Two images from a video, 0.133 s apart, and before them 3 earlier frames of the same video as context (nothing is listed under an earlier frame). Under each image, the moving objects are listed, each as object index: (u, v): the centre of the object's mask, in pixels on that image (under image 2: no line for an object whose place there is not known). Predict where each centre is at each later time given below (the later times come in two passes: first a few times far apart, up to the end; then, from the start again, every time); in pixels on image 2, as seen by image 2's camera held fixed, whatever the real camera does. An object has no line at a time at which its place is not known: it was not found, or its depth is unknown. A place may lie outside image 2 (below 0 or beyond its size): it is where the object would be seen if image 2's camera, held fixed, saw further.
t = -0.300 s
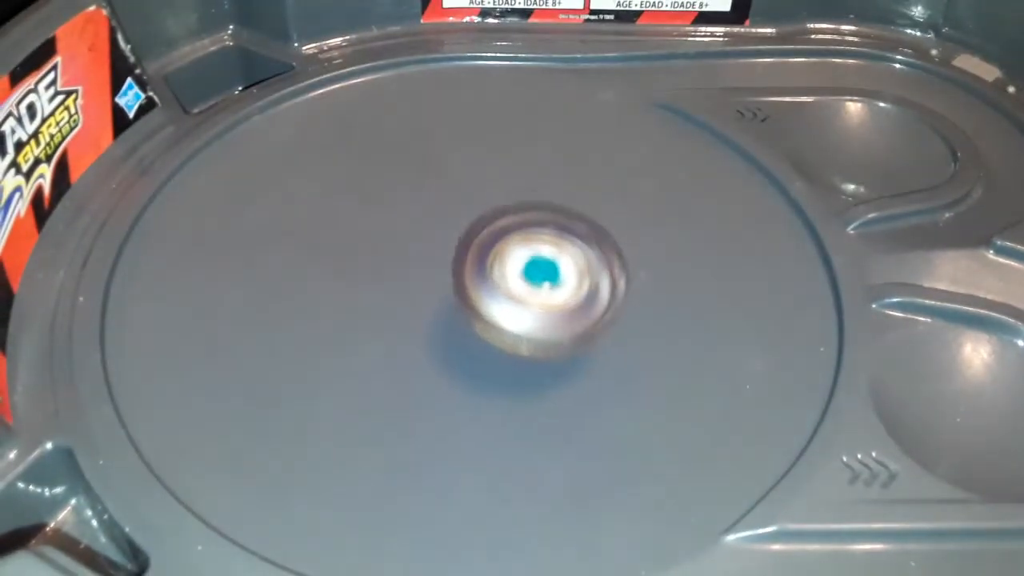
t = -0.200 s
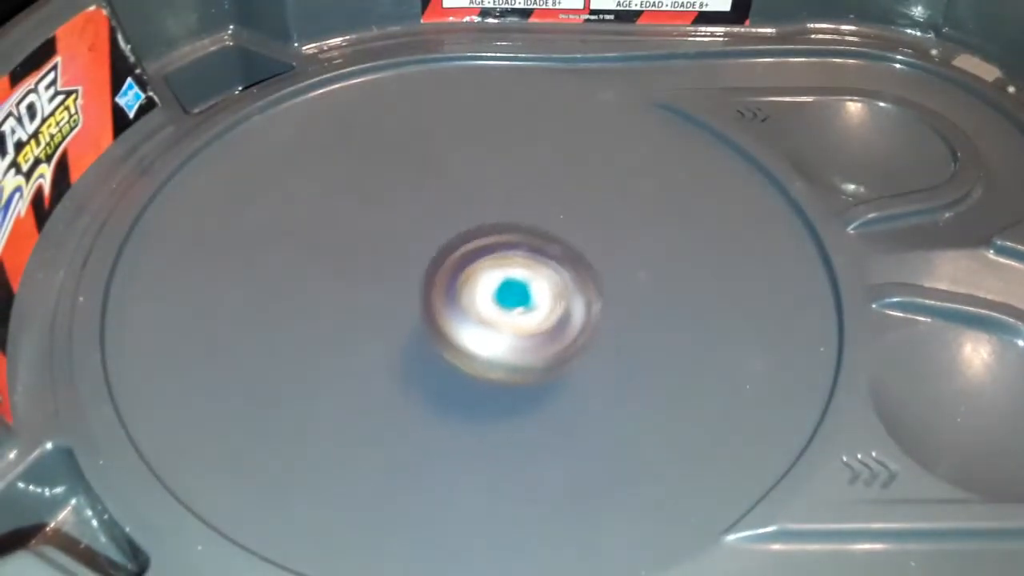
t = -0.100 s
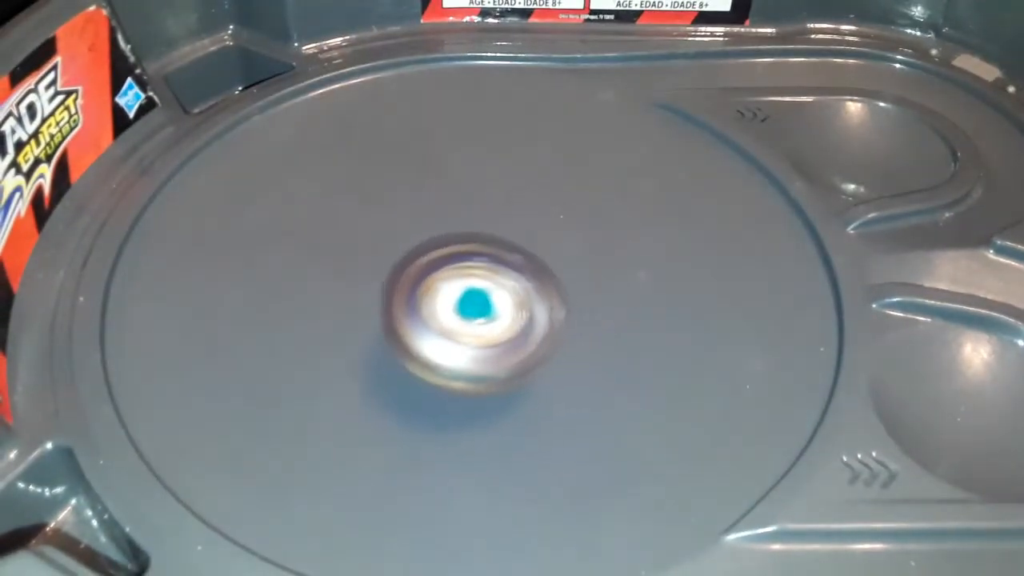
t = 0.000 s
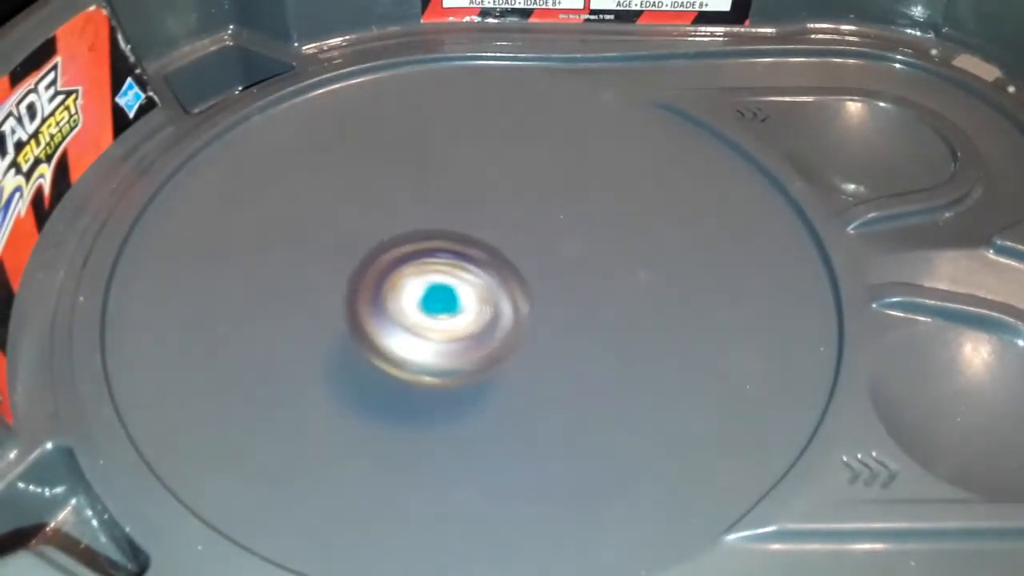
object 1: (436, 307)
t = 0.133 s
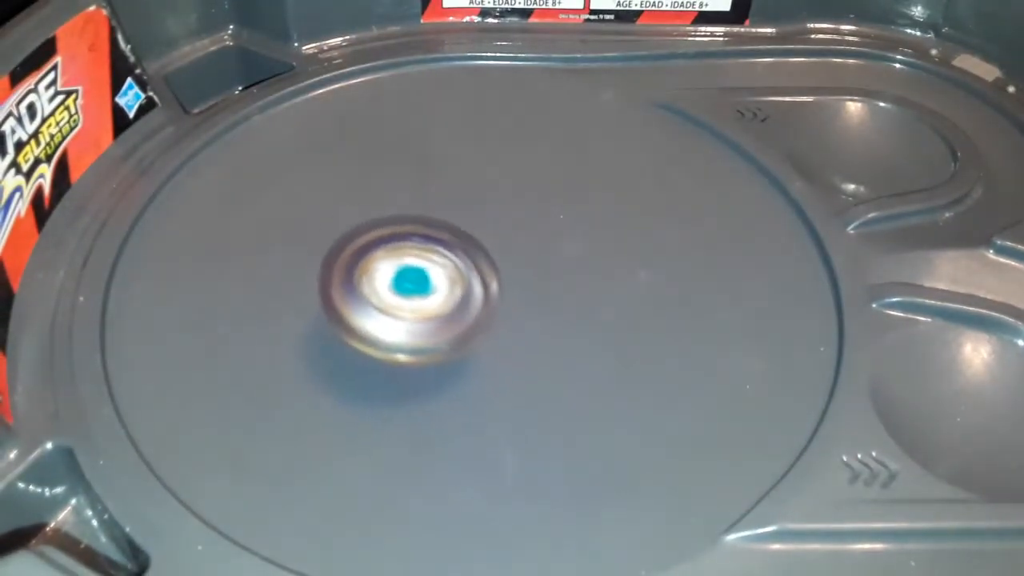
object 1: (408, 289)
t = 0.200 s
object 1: (401, 279)
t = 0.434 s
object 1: (408, 265)
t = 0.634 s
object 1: (445, 290)
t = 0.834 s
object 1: (471, 319)
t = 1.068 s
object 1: (458, 319)
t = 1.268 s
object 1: (449, 284)
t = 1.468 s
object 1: (491, 268)
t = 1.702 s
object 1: (590, 267)
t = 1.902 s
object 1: (604, 293)
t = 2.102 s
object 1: (547, 295)
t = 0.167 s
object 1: (404, 283)
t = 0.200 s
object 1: (401, 279)
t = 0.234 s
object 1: (399, 274)
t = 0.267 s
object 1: (398, 270)
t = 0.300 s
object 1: (398, 267)
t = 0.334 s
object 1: (399, 265)
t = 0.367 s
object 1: (401, 264)
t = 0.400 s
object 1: (404, 264)
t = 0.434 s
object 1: (408, 265)
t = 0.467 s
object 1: (413, 268)
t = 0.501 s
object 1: (419, 271)
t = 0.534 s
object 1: (425, 274)
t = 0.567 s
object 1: (432, 279)
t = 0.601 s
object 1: (438, 284)
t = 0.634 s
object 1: (445, 290)
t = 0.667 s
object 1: (451, 295)
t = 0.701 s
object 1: (456, 300)
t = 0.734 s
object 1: (461, 306)
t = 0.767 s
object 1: (465, 310)
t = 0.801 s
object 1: (469, 315)
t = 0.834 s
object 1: (471, 319)
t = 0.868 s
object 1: (472, 322)
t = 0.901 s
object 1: (472, 324)
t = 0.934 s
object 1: (471, 325)
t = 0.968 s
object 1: (469, 325)
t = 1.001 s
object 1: (466, 324)
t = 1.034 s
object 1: (462, 322)
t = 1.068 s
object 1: (458, 319)
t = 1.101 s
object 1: (455, 314)
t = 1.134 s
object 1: (451, 308)
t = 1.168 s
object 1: (449, 301)
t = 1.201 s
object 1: (449, 295)
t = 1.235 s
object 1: (449, 289)
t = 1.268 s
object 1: (449, 284)
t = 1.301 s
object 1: (450, 279)
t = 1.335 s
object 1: (453, 276)
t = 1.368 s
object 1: (459, 273)
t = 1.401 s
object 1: (467, 271)
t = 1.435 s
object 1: (478, 269)
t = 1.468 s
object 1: (491, 268)
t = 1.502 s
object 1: (507, 267)
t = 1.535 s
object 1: (522, 265)
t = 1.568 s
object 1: (536, 265)
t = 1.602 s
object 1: (551, 264)
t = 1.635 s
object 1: (565, 264)
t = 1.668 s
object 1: (579, 265)
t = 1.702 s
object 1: (590, 267)
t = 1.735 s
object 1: (599, 270)
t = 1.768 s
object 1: (603, 273)
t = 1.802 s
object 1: (606, 278)
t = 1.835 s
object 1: (606, 283)
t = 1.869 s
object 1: (606, 288)
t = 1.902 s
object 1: (604, 293)
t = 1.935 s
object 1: (598, 297)
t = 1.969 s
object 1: (590, 300)
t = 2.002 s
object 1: (580, 300)
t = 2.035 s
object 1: (569, 300)
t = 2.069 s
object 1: (558, 298)
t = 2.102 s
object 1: (547, 295)
